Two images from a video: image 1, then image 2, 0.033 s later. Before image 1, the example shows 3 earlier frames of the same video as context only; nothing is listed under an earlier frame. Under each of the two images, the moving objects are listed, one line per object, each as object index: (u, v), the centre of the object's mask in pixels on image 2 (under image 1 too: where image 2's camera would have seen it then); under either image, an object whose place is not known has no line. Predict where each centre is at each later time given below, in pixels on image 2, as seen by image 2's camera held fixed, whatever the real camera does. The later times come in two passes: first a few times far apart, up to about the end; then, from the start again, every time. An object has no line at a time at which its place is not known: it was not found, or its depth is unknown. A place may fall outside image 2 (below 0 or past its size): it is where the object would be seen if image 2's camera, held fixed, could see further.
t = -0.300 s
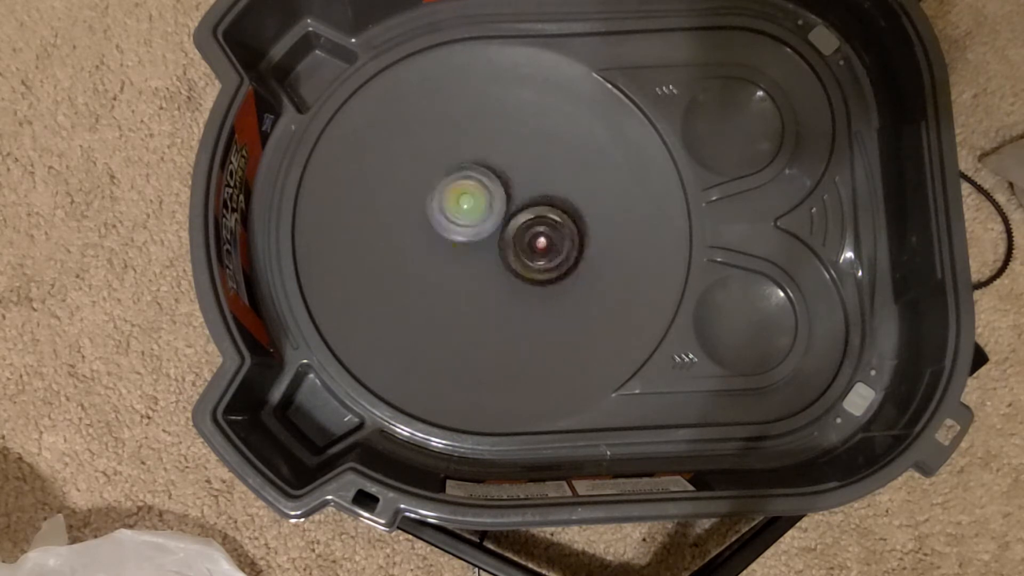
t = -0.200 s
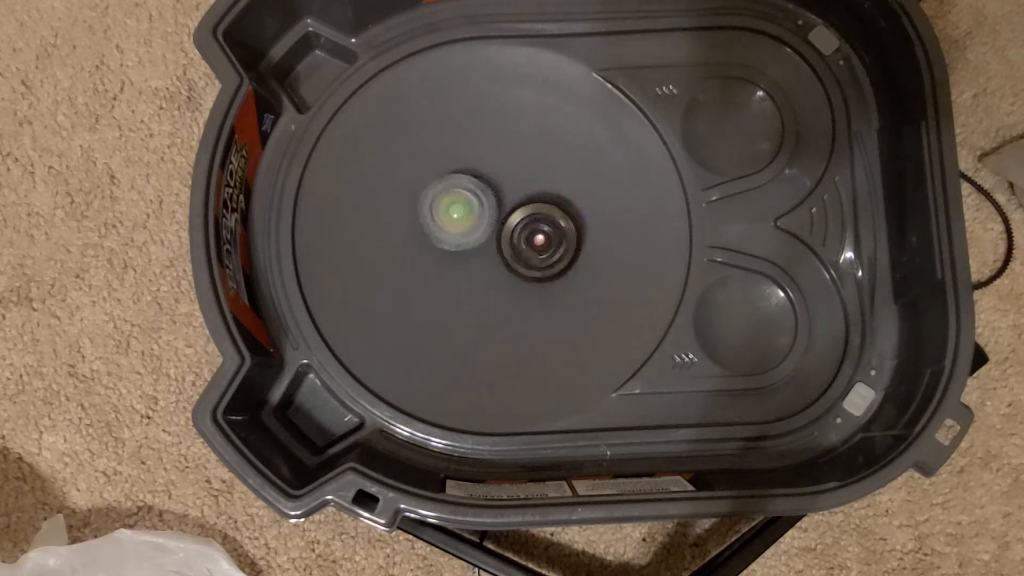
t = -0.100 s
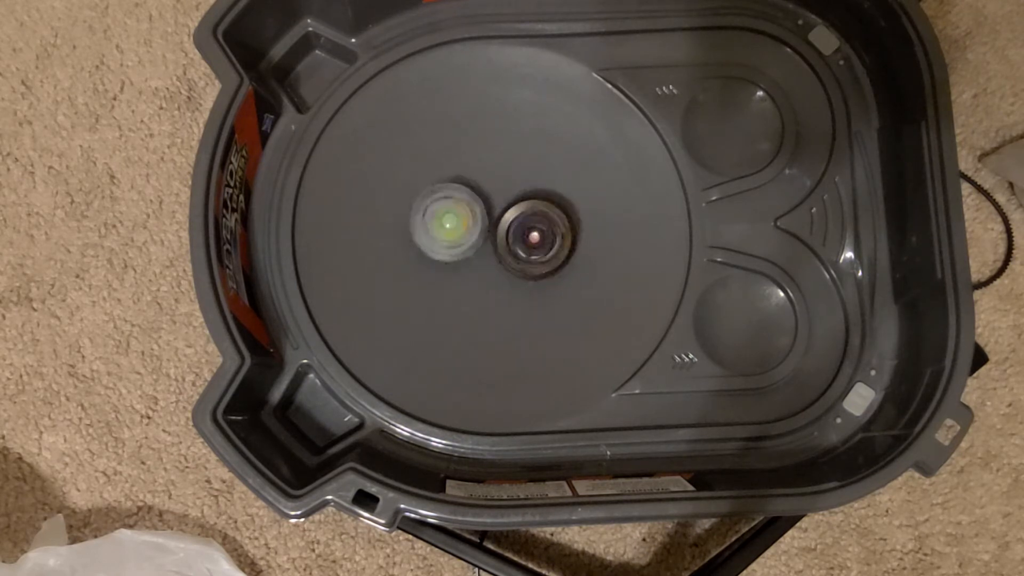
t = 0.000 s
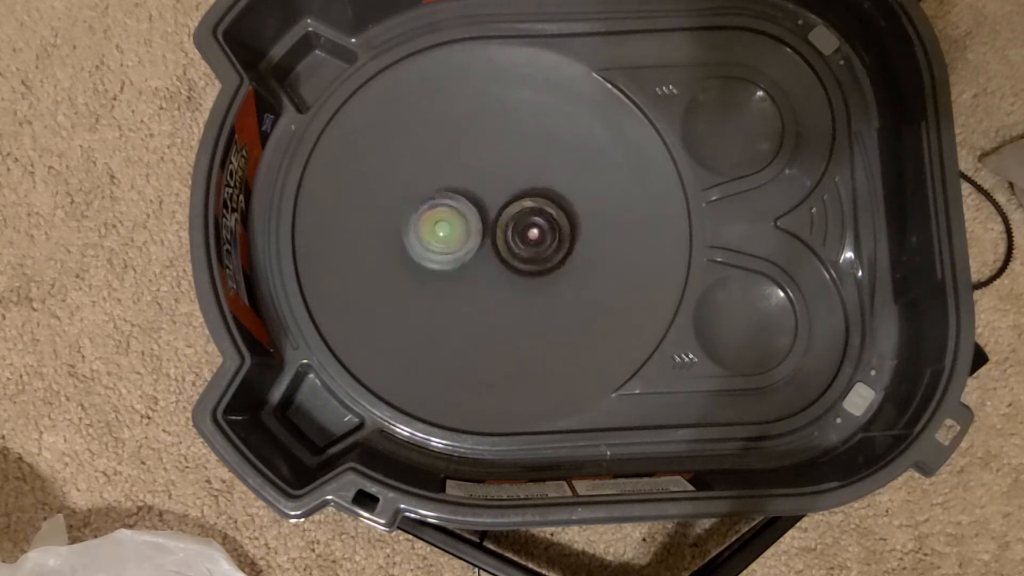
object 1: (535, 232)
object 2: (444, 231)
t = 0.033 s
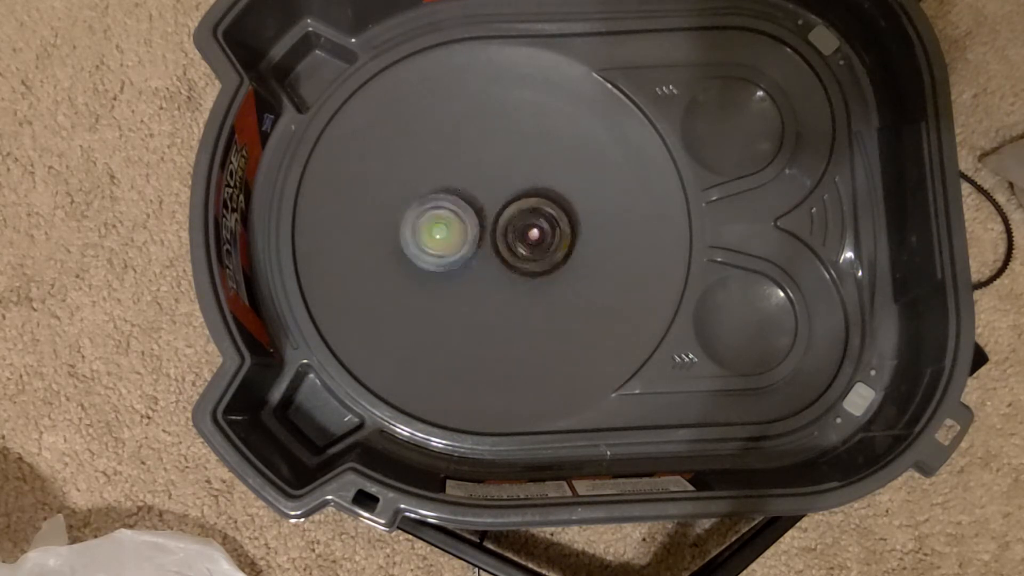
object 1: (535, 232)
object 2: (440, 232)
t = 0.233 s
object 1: (534, 232)
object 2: (438, 245)
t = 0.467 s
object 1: (545, 228)
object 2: (446, 255)
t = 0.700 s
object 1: (550, 217)
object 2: (470, 259)
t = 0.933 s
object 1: (547, 207)
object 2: (477, 266)
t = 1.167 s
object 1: (535, 204)
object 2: (486, 276)
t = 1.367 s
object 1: (530, 203)
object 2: (491, 287)
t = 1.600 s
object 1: (528, 192)
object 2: (495, 301)
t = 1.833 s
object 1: (524, 193)
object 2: (509, 292)
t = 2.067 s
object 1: (521, 196)
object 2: (523, 286)
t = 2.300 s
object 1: (518, 198)
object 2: (544, 286)
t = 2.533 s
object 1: (517, 197)
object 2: (560, 280)
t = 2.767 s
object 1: (512, 199)
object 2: (563, 272)
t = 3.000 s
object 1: (501, 202)
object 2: (566, 266)
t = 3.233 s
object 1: (492, 211)
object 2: (573, 269)
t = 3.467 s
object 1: (493, 222)
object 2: (568, 263)
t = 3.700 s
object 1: (491, 225)
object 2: (579, 255)
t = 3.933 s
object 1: (491, 228)
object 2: (575, 236)
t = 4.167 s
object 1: (486, 231)
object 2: (577, 221)
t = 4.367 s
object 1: (487, 235)
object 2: (571, 206)
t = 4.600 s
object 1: (486, 242)
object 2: (580, 196)
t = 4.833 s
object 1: (488, 238)
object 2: (569, 199)
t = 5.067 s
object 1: (484, 244)
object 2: (557, 189)
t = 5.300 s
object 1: (490, 247)
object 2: (543, 184)
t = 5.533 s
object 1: (494, 243)
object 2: (544, 171)
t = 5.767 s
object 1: (489, 248)
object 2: (553, 173)
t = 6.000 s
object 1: (489, 251)
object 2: (544, 186)
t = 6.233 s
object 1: (494, 260)
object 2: (532, 186)
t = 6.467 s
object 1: (494, 264)
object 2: (522, 189)
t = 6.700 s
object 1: (502, 260)
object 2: (525, 180)
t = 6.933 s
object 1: (503, 263)
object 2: (529, 180)
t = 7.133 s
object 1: (504, 272)
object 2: (525, 181)
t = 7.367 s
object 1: (511, 261)
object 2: (519, 182)
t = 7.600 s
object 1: (509, 259)
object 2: (512, 184)
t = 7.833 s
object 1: (505, 267)
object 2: (510, 193)
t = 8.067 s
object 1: (489, 266)
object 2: (511, 184)
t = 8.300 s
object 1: (497, 257)
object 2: (523, 189)
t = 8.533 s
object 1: (516, 262)
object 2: (529, 186)
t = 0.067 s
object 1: (535, 232)
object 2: (439, 236)
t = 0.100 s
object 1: (535, 233)
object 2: (437, 237)
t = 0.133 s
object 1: (534, 232)
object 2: (436, 240)
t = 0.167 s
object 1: (534, 232)
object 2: (436, 241)
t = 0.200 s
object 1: (534, 232)
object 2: (436, 244)
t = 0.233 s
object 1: (534, 232)
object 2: (438, 245)
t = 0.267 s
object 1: (533, 232)
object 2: (440, 247)
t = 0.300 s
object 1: (534, 231)
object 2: (445, 249)
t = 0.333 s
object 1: (532, 232)
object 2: (448, 249)
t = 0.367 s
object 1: (537, 231)
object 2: (448, 251)
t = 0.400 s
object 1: (541, 229)
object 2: (444, 252)
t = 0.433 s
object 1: (543, 229)
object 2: (447, 254)
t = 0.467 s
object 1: (545, 228)
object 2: (446, 255)
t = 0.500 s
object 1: (547, 227)
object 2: (449, 257)
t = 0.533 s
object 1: (549, 225)
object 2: (450, 257)
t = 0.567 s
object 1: (550, 223)
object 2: (454, 259)
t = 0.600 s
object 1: (550, 223)
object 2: (457, 258)
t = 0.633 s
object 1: (551, 221)
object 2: (461, 259)
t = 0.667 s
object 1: (550, 219)
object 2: (465, 258)
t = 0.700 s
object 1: (550, 217)
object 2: (470, 259)
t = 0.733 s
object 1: (550, 217)
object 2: (473, 258)
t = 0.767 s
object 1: (551, 213)
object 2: (474, 260)
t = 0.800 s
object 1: (549, 212)
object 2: (474, 260)
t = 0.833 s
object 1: (549, 212)
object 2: (477, 261)
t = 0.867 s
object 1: (550, 210)
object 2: (479, 262)
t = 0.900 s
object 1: (549, 207)
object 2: (478, 266)
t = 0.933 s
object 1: (547, 207)
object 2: (477, 266)
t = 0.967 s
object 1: (546, 207)
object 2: (479, 268)
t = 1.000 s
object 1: (546, 206)
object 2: (480, 270)
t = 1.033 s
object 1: (542, 206)
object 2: (481, 272)
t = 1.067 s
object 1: (541, 206)
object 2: (483, 272)
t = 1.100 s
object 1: (539, 205)
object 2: (484, 274)
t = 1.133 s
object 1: (538, 204)
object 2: (485, 274)
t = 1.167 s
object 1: (535, 204)
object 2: (486, 276)
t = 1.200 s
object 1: (535, 204)
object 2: (487, 279)
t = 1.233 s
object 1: (534, 202)
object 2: (486, 282)
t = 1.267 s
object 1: (532, 202)
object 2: (487, 284)
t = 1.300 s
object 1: (532, 203)
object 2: (488, 286)
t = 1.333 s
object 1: (531, 203)
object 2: (490, 286)
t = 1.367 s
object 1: (530, 203)
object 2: (491, 287)
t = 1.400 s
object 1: (529, 204)
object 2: (494, 286)
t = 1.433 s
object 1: (528, 205)
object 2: (495, 286)
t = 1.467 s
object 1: (527, 202)
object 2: (496, 289)
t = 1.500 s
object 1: (528, 196)
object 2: (494, 296)
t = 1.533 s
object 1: (528, 194)
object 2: (493, 298)
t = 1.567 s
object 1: (528, 193)
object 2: (494, 300)
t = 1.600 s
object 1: (528, 192)
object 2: (495, 301)
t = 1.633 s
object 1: (528, 191)
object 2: (497, 303)
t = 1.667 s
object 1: (527, 191)
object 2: (498, 302)
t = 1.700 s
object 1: (527, 190)
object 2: (500, 302)
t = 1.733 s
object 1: (526, 191)
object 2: (500, 298)
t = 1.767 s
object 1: (526, 191)
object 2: (504, 298)
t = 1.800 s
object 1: (525, 192)
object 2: (504, 293)
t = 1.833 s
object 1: (524, 193)
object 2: (509, 292)
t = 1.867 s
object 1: (524, 195)
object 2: (509, 285)
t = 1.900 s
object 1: (524, 196)
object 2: (514, 282)
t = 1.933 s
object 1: (523, 195)
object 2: (513, 280)
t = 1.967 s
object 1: (521, 194)
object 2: (516, 284)
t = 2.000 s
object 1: (520, 194)
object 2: (516, 285)
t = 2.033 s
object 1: (520, 196)
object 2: (520, 285)
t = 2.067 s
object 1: (521, 196)
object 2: (523, 286)
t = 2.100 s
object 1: (521, 196)
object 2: (527, 287)
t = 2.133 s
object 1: (521, 196)
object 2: (529, 287)
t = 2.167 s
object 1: (520, 198)
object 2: (533, 287)
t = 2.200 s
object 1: (522, 199)
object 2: (535, 285)
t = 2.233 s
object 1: (519, 198)
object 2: (539, 286)
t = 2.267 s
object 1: (519, 198)
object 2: (541, 287)
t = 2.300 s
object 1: (518, 198)
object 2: (544, 286)
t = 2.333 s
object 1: (520, 200)
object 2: (547, 286)
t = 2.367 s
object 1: (520, 199)
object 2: (549, 284)
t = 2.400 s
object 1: (520, 200)
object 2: (551, 283)
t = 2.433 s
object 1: (519, 199)
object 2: (553, 280)
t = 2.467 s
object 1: (518, 199)
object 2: (555, 279)
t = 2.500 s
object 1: (519, 198)
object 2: (556, 278)
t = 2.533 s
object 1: (517, 197)
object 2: (560, 280)
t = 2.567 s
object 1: (517, 197)
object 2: (560, 279)
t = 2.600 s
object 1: (516, 198)
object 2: (564, 279)
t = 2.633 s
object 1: (516, 198)
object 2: (562, 277)
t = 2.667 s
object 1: (516, 197)
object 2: (564, 275)
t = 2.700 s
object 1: (515, 199)
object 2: (563, 273)
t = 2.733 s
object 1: (515, 200)
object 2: (563, 270)
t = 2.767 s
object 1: (512, 199)
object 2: (563, 272)
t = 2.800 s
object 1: (510, 198)
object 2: (564, 271)
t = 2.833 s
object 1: (508, 199)
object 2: (566, 270)
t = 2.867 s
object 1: (509, 200)
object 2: (567, 268)
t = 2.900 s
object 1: (507, 199)
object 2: (566, 268)
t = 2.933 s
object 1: (506, 201)
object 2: (565, 264)
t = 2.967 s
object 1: (505, 203)
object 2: (565, 264)
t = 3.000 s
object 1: (501, 202)
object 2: (566, 266)
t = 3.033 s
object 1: (498, 201)
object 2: (572, 269)
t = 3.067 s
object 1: (495, 202)
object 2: (573, 272)
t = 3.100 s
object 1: (495, 205)
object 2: (574, 272)
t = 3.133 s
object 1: (494, 205)
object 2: (575, 273)
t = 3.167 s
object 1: (492, 206)
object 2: (574, 272)
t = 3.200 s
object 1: (492, 208)
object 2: (575, 273)
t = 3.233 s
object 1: (492, 211)
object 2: (573, 269)
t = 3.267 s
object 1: (494, 214)
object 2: (572, 269)
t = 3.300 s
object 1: (494, 215)
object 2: (567, 267)
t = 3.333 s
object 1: (496, 218)
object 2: (566, 263)
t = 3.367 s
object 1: (494, 219)
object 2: (566, 264)
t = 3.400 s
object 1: (492, 221)
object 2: (566, 264)
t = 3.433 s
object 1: (493, 222)
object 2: (568, 264)
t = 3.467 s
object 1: (493, 222)
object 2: (568, 263)
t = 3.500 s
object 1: (492, 222)
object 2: (573, 263)
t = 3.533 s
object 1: (491, 222)
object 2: (573, 263)
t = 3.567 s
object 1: (490, 224)
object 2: (576, 260)
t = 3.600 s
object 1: (492, 224)
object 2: (579, 261)
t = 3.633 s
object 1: (491, 224)
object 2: (578, 258)
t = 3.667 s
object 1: (491, 225)
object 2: (580, 256)
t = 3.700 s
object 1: (491, 225)
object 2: (579, 255)
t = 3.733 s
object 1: (491, 226)
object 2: (577, 251)
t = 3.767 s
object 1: (494, 226)
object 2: (575, 249)
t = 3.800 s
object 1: (493, 225)
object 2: (574, 245)
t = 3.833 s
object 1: (493, 226)
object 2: (574, 245)
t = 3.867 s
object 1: (491, 226)
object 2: (573, 242)
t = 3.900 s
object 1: (492, 228)
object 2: (573, 239)
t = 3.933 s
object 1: (491, 228)
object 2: (575, 236)
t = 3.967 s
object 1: (489, 227)
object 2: (576, 234)
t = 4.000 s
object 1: (488, 229)
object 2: (578, 233)
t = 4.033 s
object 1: (487, 228)
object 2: (578, 228)
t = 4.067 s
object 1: (486, 229)
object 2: (580, 227)
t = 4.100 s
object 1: (486, 230)
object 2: (578, 224)
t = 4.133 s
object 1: (485, 230)
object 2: (579, 221)
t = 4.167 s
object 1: (486, 231)
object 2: (577, 221)
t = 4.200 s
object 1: (487, 231)
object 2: (576, 216)
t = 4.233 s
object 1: (487, 231)
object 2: (575, 215)
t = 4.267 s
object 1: (488, 232)
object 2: (571, 213)
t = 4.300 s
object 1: (488, 232)
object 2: (568, 210)
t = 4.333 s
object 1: (489, 233)
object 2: (567, 210)
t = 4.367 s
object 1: (487, 235)
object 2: (571, 206)
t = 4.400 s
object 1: (486, 239)
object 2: (576, 205)
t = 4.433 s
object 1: (486, 239)
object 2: (576, 203)
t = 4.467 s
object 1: (486, 239)
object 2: (578, 201)
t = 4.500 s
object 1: (484, 239)
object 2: (580, 199)
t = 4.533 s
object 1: (484, 239)
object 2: (580, 196)
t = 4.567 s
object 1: (484, 241)
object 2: (583, 197)
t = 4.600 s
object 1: (486, 242)
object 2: (580, 196)
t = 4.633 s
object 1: (487, 240)
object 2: (580, 195)
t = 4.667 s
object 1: (488, 239)
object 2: (579, 199)
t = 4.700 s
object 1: (489, 239)
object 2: (575, 198)
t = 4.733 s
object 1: (489, 238)
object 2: (574, 199)
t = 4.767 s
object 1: (490, 238)
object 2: (570, 200)
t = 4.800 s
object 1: (492, 236)
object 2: (565, 200)
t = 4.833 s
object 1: (488, 238)
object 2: (569, 199)
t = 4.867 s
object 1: (486, 240)
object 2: (571, 197)
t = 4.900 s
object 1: (486, 242)
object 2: (570, 196)
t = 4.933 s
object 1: (486, 241)
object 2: (568, 193)
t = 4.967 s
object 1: (484, 240)
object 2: (567, 190)
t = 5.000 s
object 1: (482, 240)
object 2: (565, 192)
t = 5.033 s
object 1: (481, 241)
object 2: (562, 189)
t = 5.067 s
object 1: (484, 244)
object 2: (557, 189)
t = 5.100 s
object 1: (485, 243)
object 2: (552, 188)
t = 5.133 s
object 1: (485, 243)
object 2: (551, 189)
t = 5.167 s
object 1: (485, 243)
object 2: (546, 189)
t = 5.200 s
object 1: (484, 244)
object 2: (545, 187)
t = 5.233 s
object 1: (486, 245)
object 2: (543, 189)
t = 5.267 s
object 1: (488, 246)
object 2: (543, 185)
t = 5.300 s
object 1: (490, 247)
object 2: (543, 184)
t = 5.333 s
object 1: (491, 246)
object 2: (540, 183)
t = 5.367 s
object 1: (491, 244)
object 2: (542, 177)
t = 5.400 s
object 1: (490, 244)
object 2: (543, 176)
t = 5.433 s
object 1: (492, 245)
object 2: (542, 174)
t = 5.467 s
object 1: (493, 244)
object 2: (543, 170)
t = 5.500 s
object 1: (493, 244)
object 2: (545, 171)
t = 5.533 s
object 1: (494, 243)
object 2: (544, 171)
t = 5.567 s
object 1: (495, 241)
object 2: (543, 172)
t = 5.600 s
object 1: (492, 240)
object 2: (543, 174)
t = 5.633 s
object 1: (492, 240)
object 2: (542, 175)
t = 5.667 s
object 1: (492, 238)
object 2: (541, 177)
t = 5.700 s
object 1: (489, 242)
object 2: (545, 176)
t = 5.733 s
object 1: (488, 246)
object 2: (548, 173)
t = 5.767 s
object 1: (489, 248)
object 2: (553, 173)
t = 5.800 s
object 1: (488, 247)
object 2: (552, 174)
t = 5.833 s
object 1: (487, 247)
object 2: (553, 174)
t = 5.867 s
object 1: (484, 247)
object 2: (553, 176)
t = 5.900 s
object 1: (483, 248)
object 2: (551, 177)
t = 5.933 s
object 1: (484, 250)
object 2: (550, 179)
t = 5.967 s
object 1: (487, 251)
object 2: (549, 184)
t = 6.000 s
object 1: (489, 251)
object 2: (544, 186)
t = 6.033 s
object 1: (489, 250)
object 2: (541, 187)
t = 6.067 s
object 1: (489, 249)
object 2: (541, 187)
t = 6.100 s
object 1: (488, 249)
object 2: (542, 189)
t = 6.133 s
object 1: (488, 252)
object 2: (541, 190)
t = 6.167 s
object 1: (490, 254)
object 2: (537, 191)
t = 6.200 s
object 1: (492, 256)
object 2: (533, 189)
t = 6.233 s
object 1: (494, 260)
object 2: (532, 186)
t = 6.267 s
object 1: (496, 262)
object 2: (533, 186)
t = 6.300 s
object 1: (497, 262)
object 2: (532, 186)
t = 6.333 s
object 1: (496, 262)
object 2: (528, 188)
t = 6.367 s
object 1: (495, 262)
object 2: (526, 187)
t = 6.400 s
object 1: (495, 262)
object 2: (524, 185)
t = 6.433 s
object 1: (494, 262)
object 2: (523, 186)
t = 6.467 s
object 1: (494, 264)
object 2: (522, 189)
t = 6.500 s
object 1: (495, 267)
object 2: (525, 181)
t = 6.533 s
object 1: (499, 271)
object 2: (527, 176)
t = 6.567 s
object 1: (503, 272)
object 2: (529, 179)
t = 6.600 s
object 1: (505, 270)
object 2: (528, 180)
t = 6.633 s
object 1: (505, 265)
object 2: (526, 180)
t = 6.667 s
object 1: (503, 261)
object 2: (526, 180)
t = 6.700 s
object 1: (502, 260)
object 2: (525, 180)
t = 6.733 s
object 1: (503, 259)
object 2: (526, 179)
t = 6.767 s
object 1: (503, 258)
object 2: (526, 180)
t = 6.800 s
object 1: (502, 258)
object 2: (526, 183)
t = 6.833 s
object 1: (502, 260)
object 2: (527, 183)
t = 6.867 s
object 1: (503, 261)
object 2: (528, 183)
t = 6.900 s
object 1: (503, 260)
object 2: (529, 185)
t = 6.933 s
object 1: (503, 263)
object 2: (529, 180)
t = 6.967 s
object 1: (502, 266)
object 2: (531, 177)
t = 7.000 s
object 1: (501, 269)
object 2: (533, 175)
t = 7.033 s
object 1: (502, 271)
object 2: (532, 181)
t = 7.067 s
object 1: (502, 271)
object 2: (530, 181)
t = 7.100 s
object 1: (503, 272)
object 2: (527, 182)
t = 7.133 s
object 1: (504, 272)
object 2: (525, 181)
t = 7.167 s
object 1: (504, 270)
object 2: (526, 182)
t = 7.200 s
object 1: (505, 267)
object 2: (526, 184)
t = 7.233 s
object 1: (507, 265)
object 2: (523, 185)
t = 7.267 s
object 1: (509, 263)
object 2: (523, 188)
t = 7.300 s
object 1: (510, 259)
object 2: (521, 188)
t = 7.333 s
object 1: (510, 261)
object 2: (519, 186)
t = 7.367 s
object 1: (511, 261)
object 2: (519, 182)
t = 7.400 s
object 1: (513, 262)
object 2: (518, 180)
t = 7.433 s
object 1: (516, 263)
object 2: (518, 180)
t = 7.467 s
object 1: (517, 262)
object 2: (516, 179)
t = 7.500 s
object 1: (516, 260)
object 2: (517, 180)
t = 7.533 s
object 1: (514, 259)
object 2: (516, 182)
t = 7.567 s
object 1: (512, 257)
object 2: (513, 185)
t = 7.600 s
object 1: (509, 259)
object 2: (512, 184)
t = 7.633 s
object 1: (507, 261)
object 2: (511, 185)
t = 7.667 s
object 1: (505, 263)
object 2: (511, 186)
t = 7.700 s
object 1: (502, 267)
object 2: (511, 188)
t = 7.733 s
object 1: (502, 270)
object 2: (512, 190)
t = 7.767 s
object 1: (505, 270)
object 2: (511, 192)
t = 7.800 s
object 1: (505, 268)
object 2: (511, 192)
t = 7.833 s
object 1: (505, 267)
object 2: (510, 193)
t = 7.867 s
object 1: (503, 266)
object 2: (510, 194)
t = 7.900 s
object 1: (501, 266)
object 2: (510, 192)
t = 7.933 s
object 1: (499, 267)
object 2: (512, 189)
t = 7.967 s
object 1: (497, 268)
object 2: (513, 189)
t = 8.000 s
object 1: (495, 267)
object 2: (514, 189)
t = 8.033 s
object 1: (491, 267)
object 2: (514, 187)
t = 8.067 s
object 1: (489, 266)
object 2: (511, 184)
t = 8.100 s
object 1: (489, 265)
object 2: (514, 178)
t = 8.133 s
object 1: (490, 265)
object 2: (517, 177)
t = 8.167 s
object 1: (492, 263)
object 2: (519, 177)
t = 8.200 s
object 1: (493, 259)
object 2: (522, 179)
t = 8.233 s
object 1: (494, 259)
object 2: (524, 183)
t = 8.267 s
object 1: (495, 258)
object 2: (524, 187)
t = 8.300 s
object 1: (497, 257)
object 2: (523, 189)
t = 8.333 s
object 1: (498, 259)
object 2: (521, 190)
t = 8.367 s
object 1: (499, 261)
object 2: (523, 187)
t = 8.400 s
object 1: (502, 262)
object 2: (526, 183)
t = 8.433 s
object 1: (504, 262)
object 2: (526, 183)
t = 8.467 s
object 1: (508, 262)
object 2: (527, 183)
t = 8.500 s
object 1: (512, 261)
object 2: (528, 184)
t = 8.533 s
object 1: (516, 262)
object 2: (529, 186)
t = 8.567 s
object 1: (520, 262)
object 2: (530, 187)
